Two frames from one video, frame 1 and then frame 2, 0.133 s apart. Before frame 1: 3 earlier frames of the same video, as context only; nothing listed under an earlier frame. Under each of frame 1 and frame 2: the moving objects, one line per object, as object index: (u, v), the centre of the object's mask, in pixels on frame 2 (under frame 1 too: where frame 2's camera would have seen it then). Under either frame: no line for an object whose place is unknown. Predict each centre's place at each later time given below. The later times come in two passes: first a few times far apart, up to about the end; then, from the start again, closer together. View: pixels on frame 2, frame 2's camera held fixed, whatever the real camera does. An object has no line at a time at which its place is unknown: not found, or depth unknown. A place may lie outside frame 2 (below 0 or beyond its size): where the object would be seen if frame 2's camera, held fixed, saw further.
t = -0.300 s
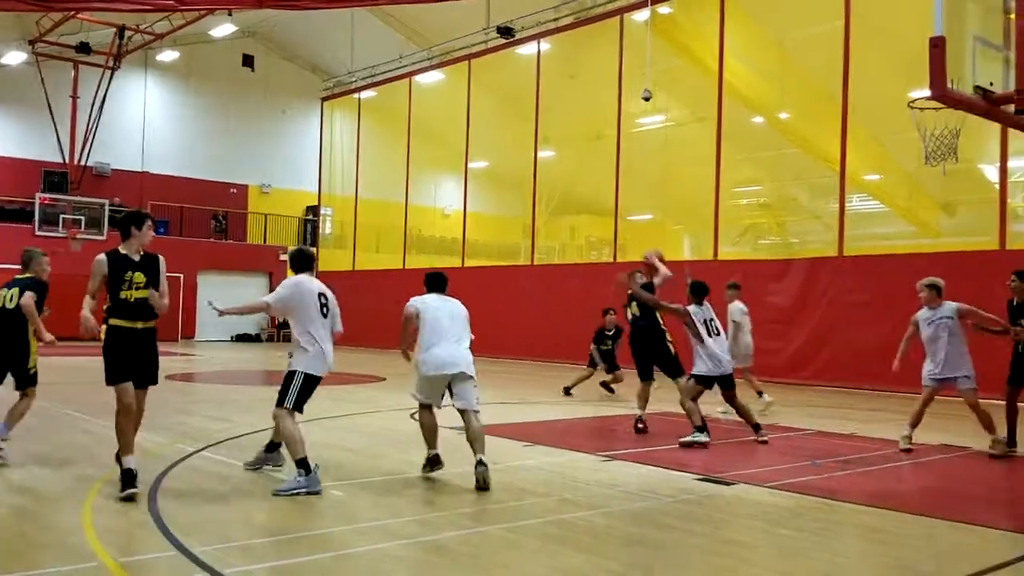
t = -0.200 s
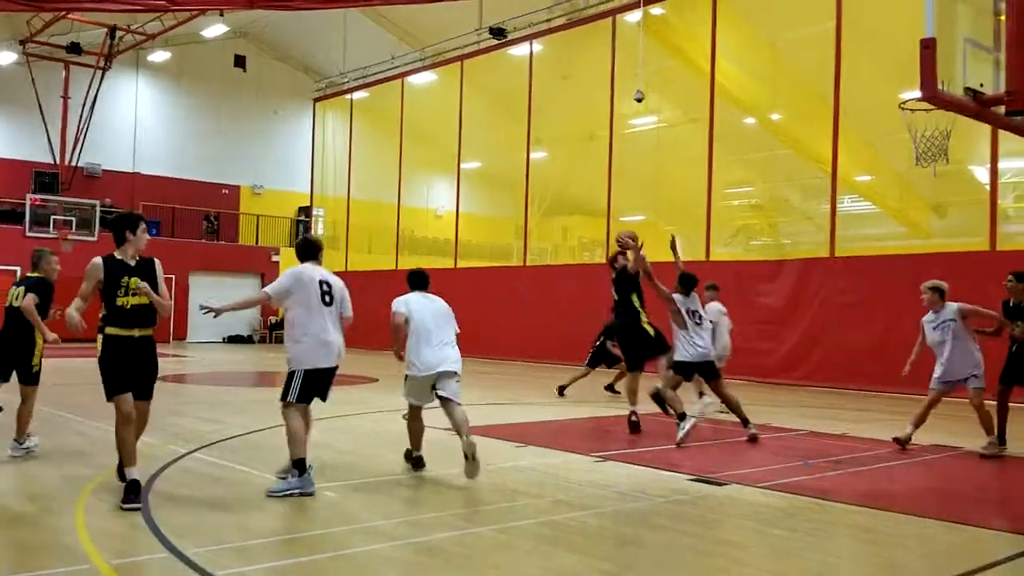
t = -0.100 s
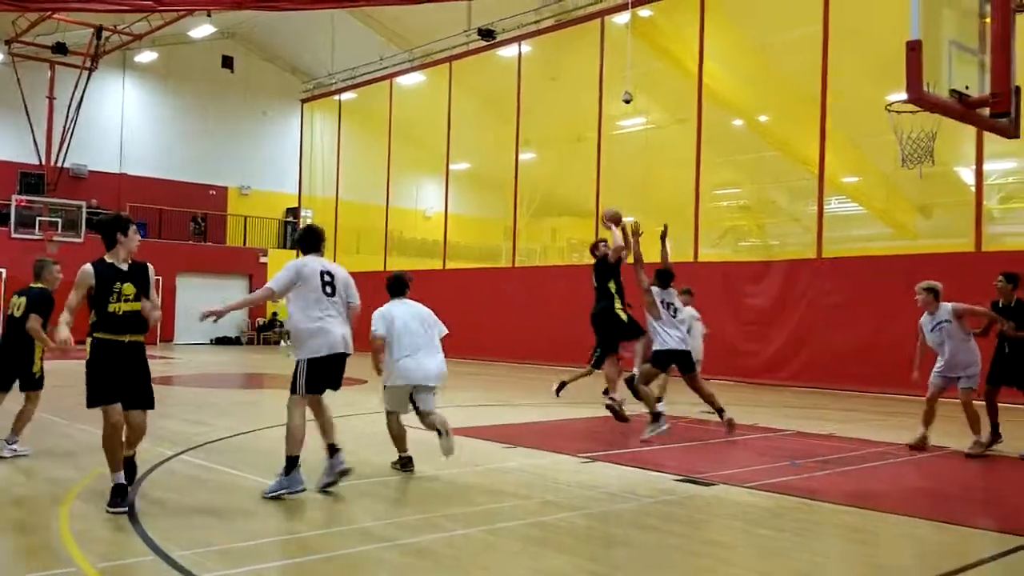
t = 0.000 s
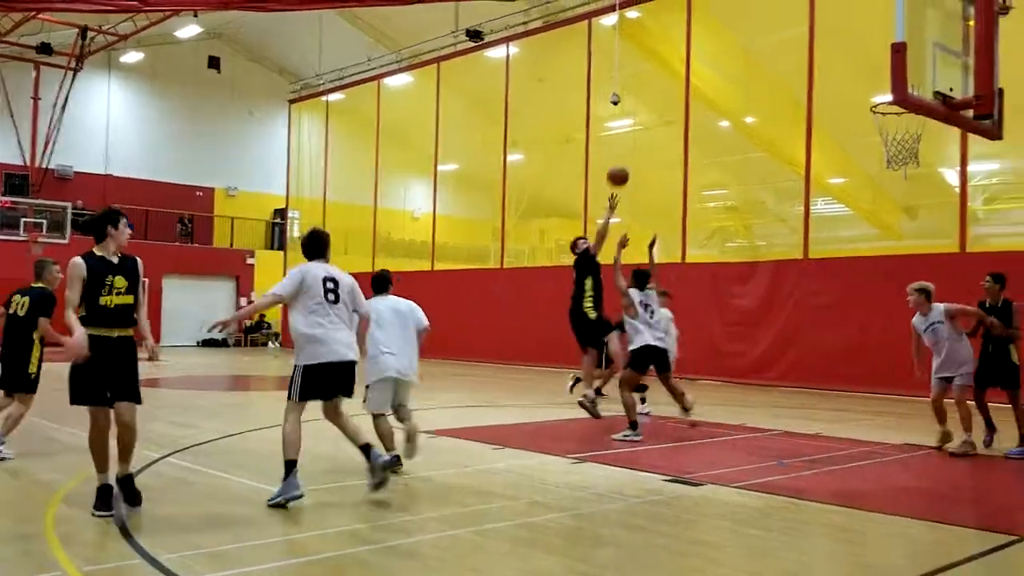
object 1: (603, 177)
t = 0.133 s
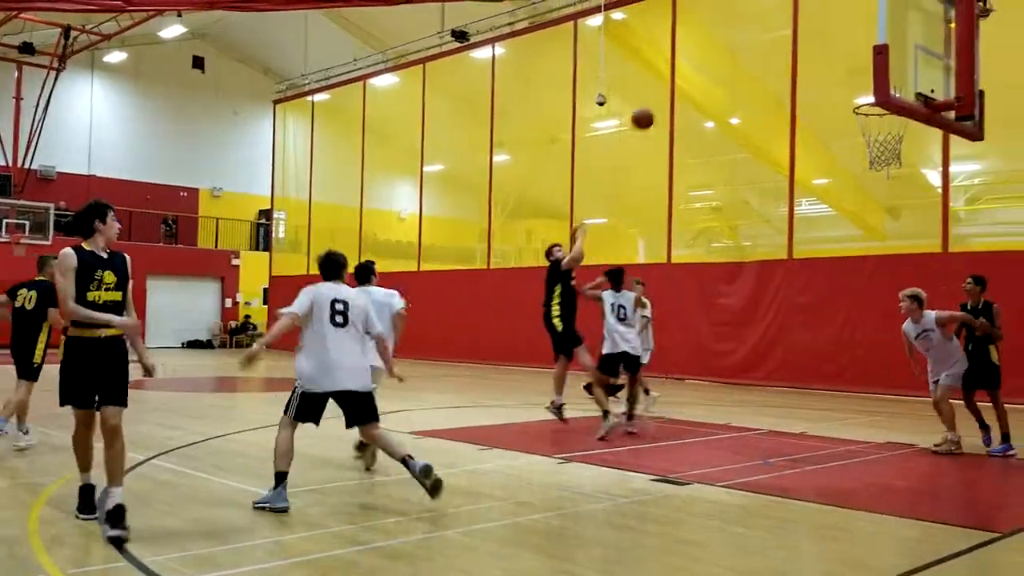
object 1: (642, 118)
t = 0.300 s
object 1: (694, 63)
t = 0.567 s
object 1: (786, 25)
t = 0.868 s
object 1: (907, 72)
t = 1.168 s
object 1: (808, 70)
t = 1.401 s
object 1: (742, 113)
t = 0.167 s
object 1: (653, 106)
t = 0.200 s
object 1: (663, 94)
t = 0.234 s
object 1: (672, 84)
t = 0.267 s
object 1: (684, 73)
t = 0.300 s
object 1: (694, 63)
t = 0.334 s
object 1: (704, 56)
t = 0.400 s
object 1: (726, 41)
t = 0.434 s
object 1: (738, 36)
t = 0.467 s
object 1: (750, 32)
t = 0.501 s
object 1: (762, 28)
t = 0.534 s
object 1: (774, 25)
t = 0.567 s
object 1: (786, 25)
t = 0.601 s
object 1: (799, 24)
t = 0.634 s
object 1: (811, 25)
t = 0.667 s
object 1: (825, 28)
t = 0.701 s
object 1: (838, 31)
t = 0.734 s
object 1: (851, 37)
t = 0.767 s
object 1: (863, 43)
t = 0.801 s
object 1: (869, 51)
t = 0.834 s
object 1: (899, 61)
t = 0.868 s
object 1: (907, 72)
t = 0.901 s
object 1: (900, 83)
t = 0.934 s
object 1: (894, 83)
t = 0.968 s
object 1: (865, 79)
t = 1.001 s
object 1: (859, 74)
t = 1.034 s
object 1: (850, 70)
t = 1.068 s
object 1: (839, 68)
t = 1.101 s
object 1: (829, 68)
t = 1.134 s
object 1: (819, 68)
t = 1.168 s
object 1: (808, 70)
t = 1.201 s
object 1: (799, 73)
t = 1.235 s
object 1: (789, 77)
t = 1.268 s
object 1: (780, 82)
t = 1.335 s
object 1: (760, 95)
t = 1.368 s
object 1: (751, 104)
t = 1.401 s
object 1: (742, 113)
